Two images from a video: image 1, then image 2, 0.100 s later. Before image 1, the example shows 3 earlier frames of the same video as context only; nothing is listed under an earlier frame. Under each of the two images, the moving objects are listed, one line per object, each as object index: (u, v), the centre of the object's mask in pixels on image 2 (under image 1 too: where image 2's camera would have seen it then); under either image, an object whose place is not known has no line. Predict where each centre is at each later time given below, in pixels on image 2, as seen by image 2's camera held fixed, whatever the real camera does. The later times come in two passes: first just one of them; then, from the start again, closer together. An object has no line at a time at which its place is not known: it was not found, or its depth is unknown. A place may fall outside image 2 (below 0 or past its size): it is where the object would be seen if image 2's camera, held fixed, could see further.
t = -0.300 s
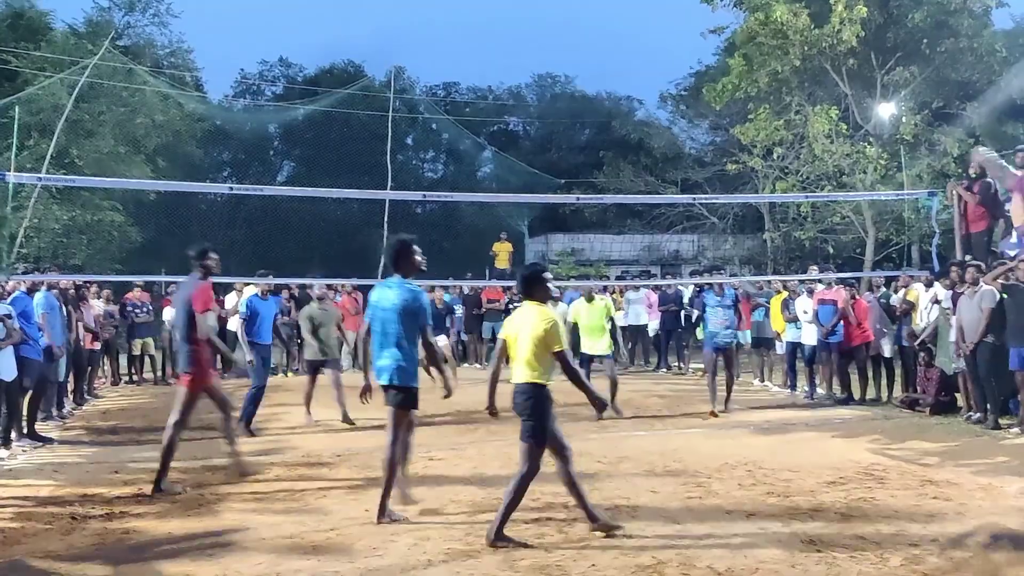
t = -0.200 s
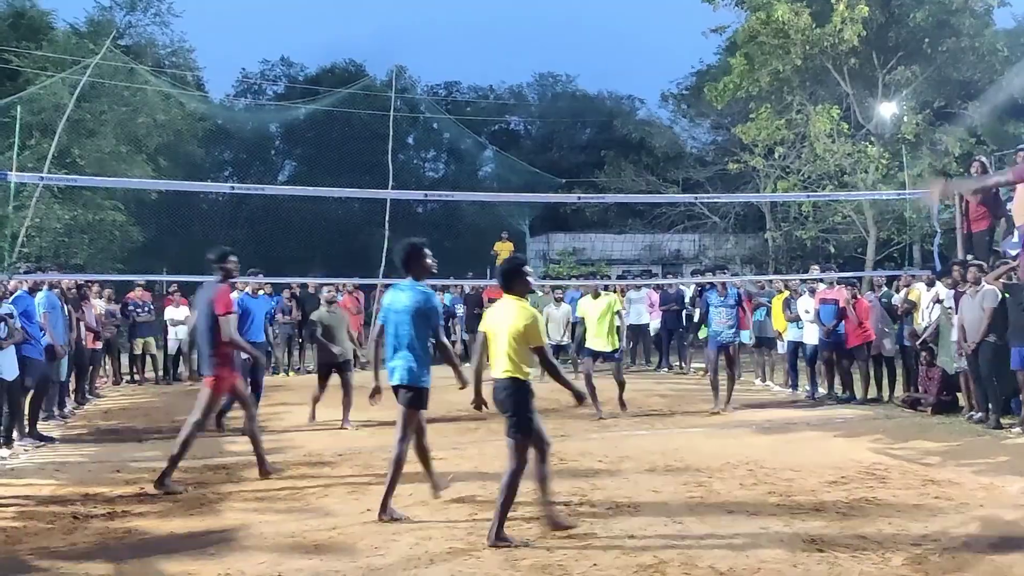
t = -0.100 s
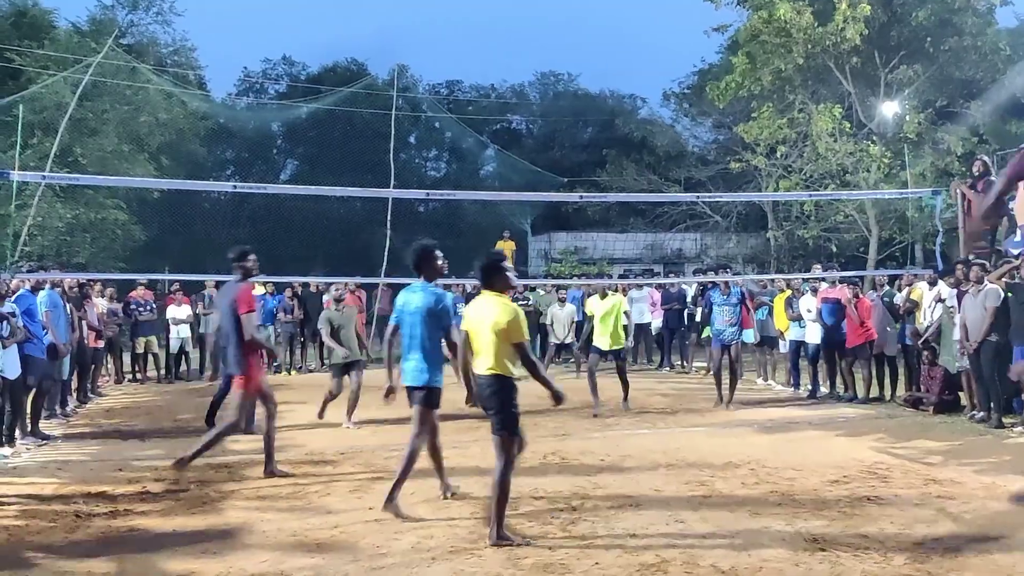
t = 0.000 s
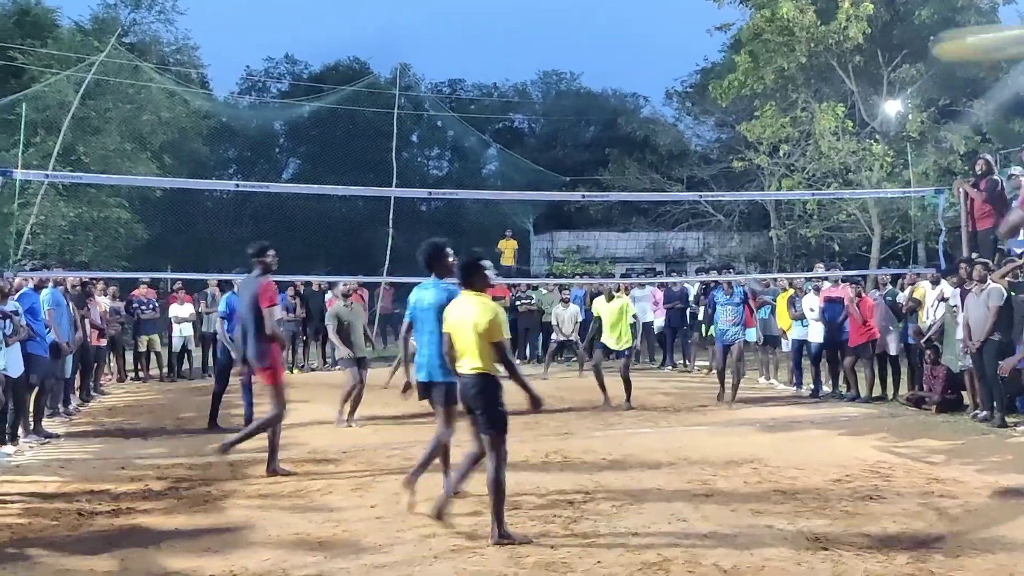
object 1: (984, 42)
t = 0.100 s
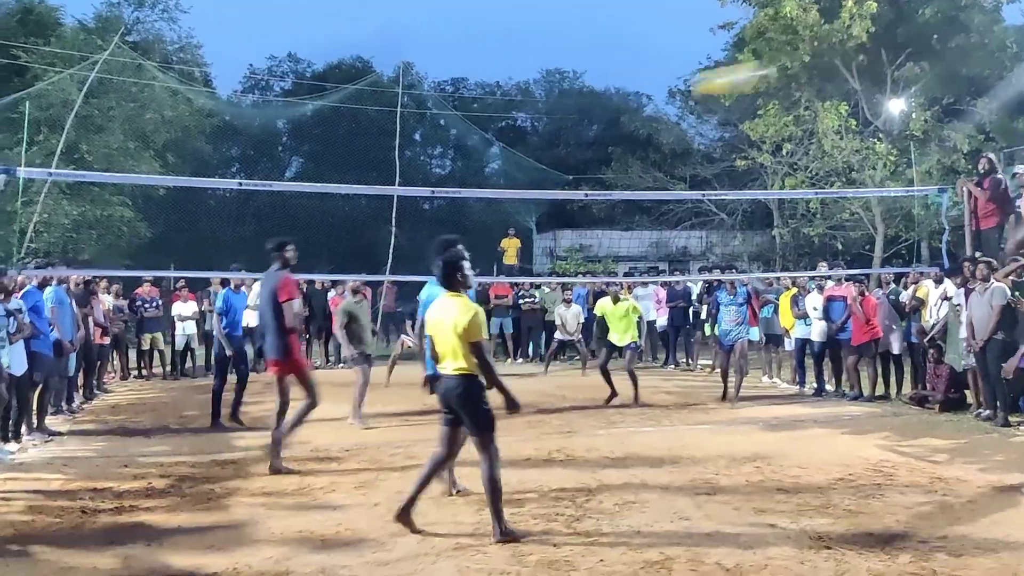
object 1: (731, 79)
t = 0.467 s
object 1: (325, 235)
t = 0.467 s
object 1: (325, 235)
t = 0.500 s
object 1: (305, 249)
